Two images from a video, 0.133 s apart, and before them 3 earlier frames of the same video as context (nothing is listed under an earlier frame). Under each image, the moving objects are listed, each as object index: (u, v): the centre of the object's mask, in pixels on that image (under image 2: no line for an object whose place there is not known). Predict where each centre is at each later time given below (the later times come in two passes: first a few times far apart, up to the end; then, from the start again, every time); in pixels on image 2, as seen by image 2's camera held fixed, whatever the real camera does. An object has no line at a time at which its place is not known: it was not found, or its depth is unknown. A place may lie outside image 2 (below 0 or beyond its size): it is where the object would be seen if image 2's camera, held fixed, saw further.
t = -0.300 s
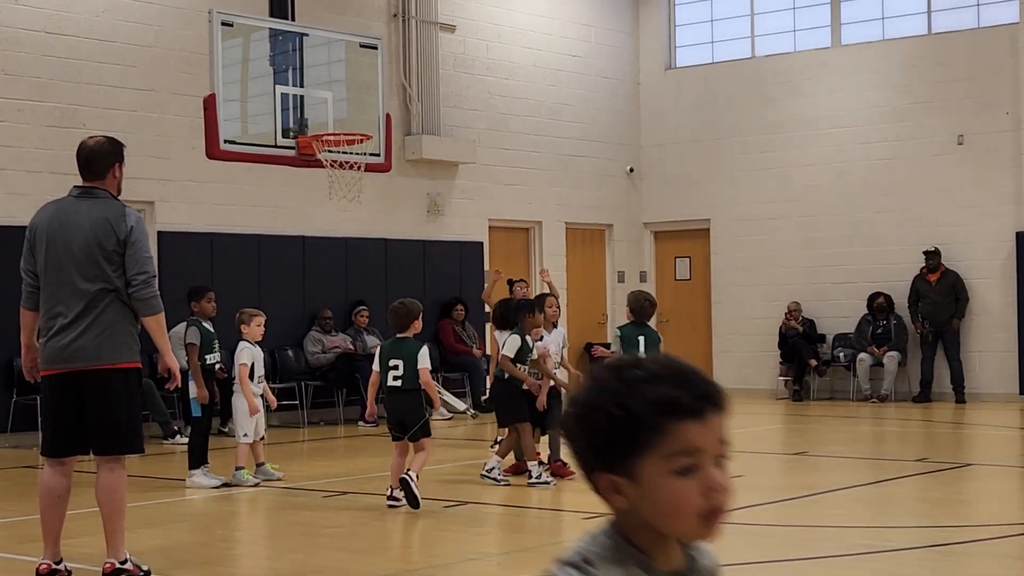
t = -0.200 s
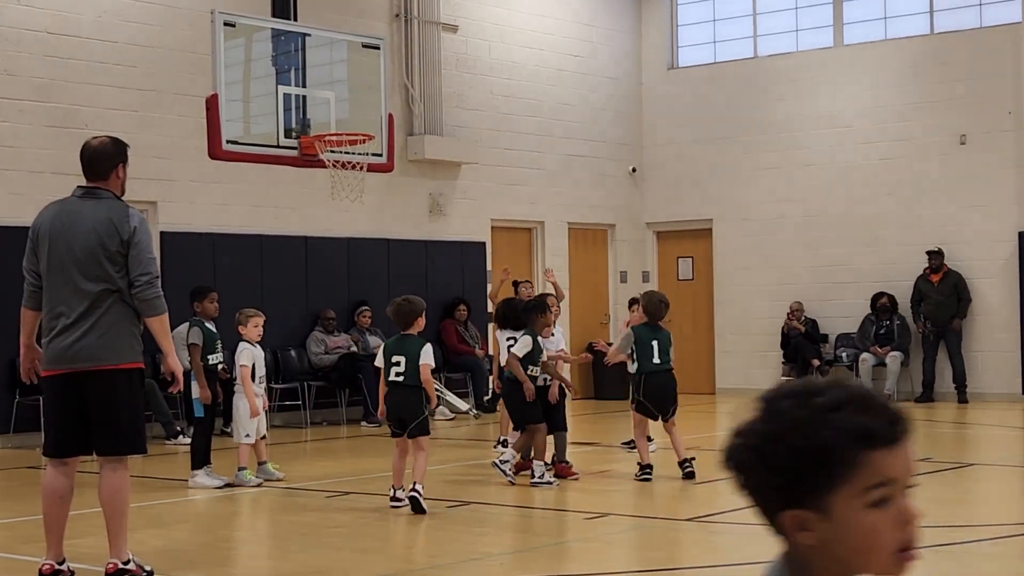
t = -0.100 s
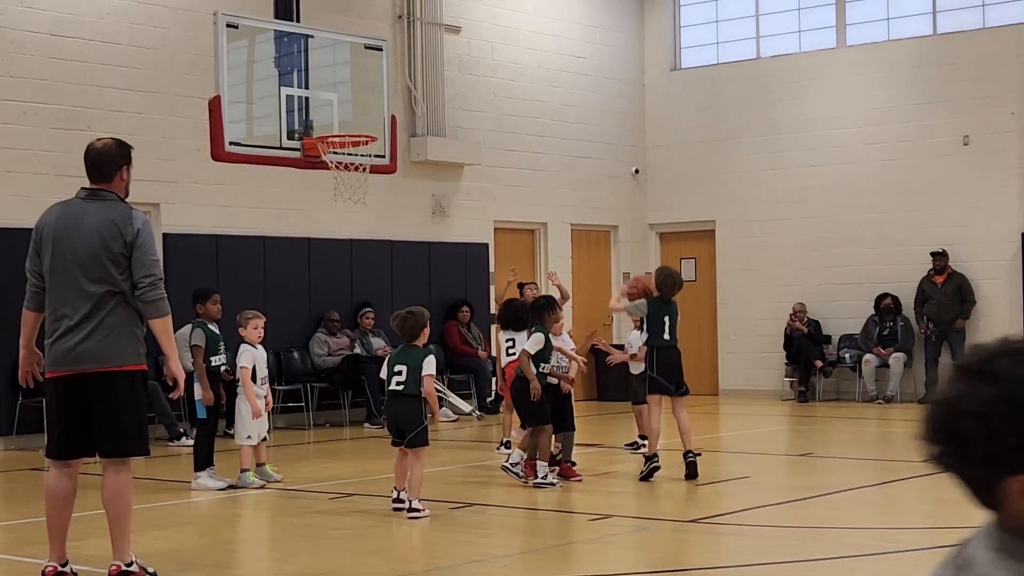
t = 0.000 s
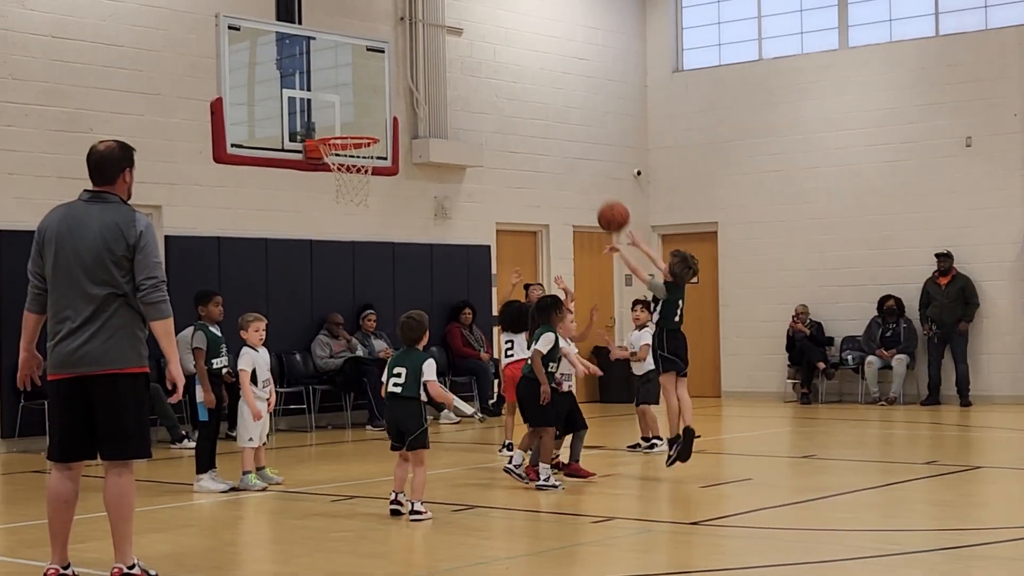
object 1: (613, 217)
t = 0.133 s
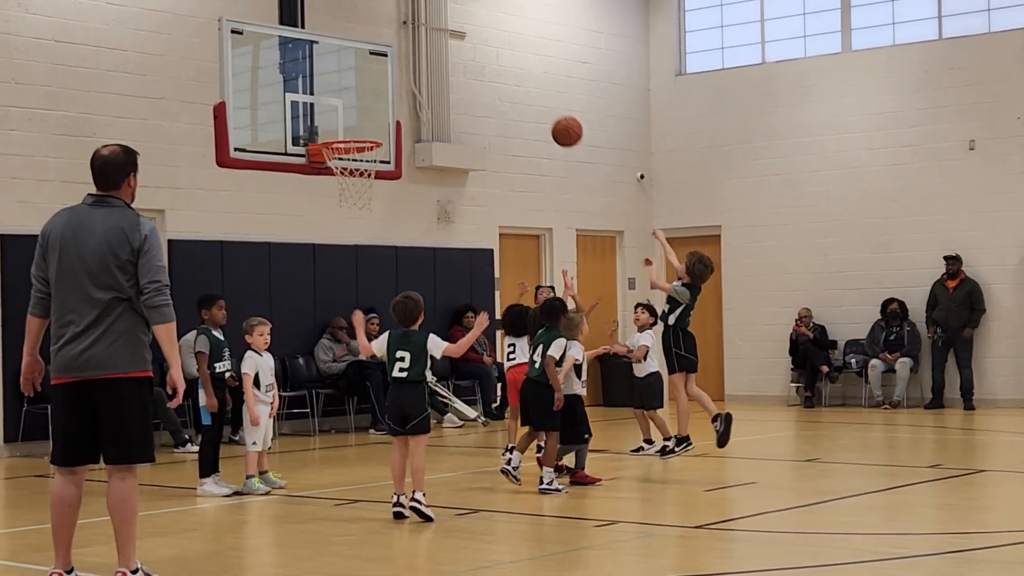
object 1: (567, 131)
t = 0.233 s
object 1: (533, 85)
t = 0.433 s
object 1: (470, 36)
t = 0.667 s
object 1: (406, 50)
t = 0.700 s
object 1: (397, 57)
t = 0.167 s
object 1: (555, 114)
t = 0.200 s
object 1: (544, 99)
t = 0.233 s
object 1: (533, 85)
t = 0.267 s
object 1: (522, 72)
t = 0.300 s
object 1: (511, 62)
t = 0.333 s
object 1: (501, 53)
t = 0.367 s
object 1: (490, 46)
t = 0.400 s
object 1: (480, 40)
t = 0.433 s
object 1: (470, 36)
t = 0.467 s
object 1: (460, 34)
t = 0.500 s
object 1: (451, 33)
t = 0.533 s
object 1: (442, 34)
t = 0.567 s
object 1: (432, 36)
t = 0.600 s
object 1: (423, 39)
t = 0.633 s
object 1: (415, 44)
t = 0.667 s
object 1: (406, 50)
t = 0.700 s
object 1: (397, 57)
